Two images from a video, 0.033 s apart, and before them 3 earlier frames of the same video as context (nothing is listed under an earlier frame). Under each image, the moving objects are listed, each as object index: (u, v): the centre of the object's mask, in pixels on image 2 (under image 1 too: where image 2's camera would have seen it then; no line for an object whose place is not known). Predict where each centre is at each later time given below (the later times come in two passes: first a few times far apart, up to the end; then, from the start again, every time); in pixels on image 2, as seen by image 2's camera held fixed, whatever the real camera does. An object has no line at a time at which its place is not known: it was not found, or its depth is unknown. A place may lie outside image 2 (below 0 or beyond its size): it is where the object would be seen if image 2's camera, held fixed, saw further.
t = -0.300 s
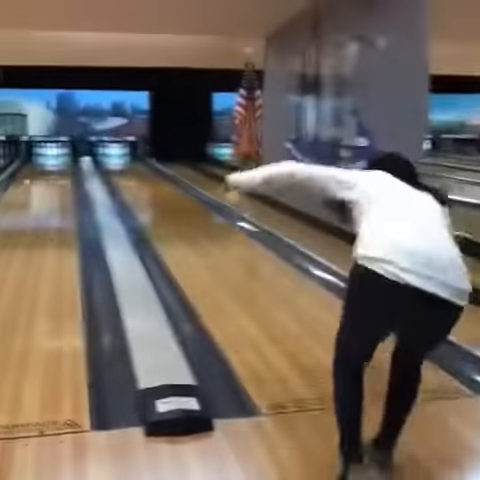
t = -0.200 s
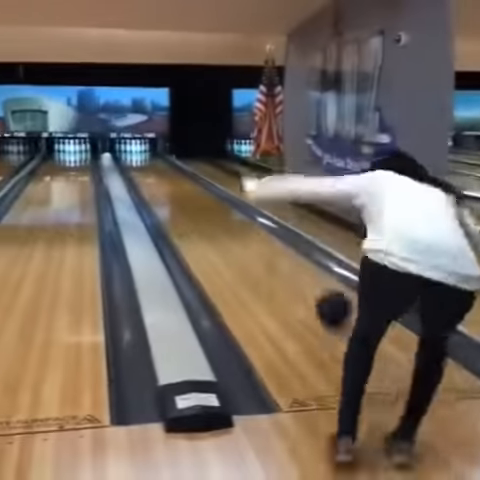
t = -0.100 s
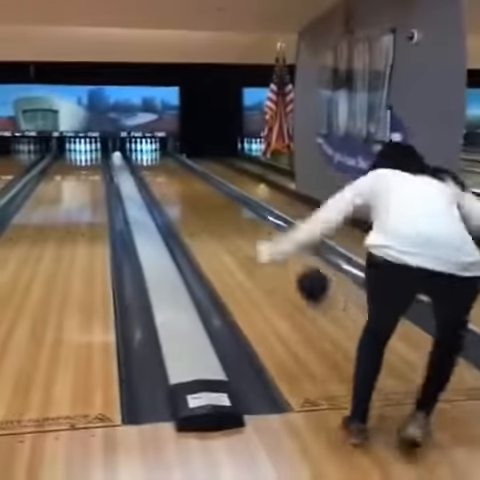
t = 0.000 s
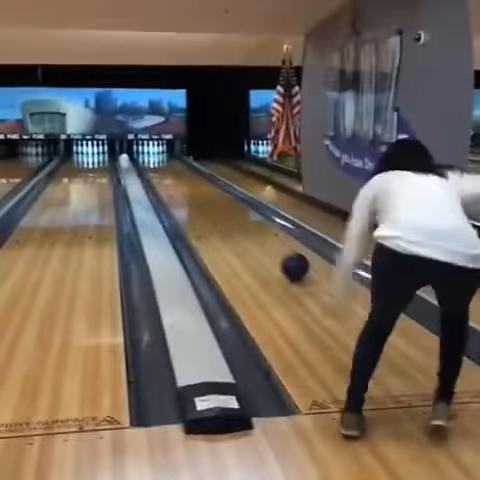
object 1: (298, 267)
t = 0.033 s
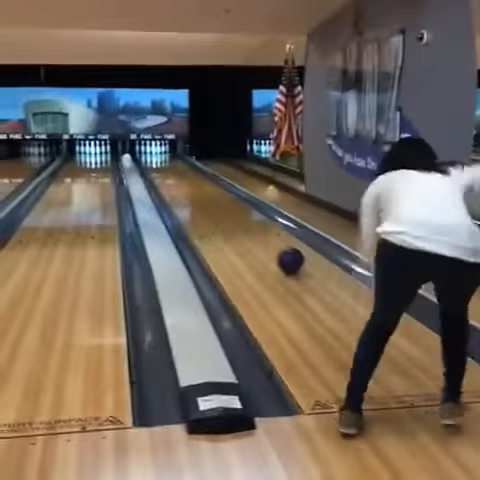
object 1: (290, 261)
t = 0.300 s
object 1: (248, 228)
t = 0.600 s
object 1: (218, 204)
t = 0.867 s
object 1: (200, 191)
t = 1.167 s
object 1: (186, 181)
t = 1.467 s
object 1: (175, 173)
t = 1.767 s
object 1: (165, 165)
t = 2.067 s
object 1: (158, 161)
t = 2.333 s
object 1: (154, 158)
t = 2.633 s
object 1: (149, 154)
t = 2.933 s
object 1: (146, 151)
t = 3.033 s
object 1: (143, 149)
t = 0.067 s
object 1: (284, 256)
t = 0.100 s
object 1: (278, 251)
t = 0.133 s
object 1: (272, 247)
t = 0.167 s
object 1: (266, 242)
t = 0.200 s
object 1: (261, 238)
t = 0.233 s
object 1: (257, 234)
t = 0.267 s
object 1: (252, 231)
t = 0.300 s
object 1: (248, 228)
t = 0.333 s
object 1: (244, 224)
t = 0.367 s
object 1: (240, 222)
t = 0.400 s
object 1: (237, 219)
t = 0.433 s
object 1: (233, 216)
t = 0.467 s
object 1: (230, 213)
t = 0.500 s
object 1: (227, 211)
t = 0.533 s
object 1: (224, 209)
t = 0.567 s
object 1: (221, 206)
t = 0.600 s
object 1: (218, 204)
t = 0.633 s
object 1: (216, 202)
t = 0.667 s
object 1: (213, 200)
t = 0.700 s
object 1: (210, 199)
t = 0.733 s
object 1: (208, 197)
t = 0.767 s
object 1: (206, 196)
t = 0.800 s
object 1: (204, 194)
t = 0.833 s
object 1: (202, 193)
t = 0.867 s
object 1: (200, 191)
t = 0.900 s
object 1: (198, 190)
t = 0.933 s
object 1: (197, 188)
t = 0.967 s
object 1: (195, 187)
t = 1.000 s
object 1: (193, 185)
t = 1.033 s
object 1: (191, 184)
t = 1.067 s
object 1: (190, 183)
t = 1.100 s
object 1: (188, 182)
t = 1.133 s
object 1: (186, 181)
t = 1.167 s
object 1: (186, 181)
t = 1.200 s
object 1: (184, 179)
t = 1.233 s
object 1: (182, 177)
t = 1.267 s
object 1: (181, 176)
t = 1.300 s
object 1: (180, 176)
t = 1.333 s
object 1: (179, 174)
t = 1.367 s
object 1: (178, 174)
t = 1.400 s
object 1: (177, 173)
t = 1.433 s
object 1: (175, 173)
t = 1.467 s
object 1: (175, 173)
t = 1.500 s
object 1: (174, 172)
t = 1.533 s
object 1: (175, 172)
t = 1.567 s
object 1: (173, 171)
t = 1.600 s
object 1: (173, 171)
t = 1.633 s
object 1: (170, 168)
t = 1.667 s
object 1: (168, 168)
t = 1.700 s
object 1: (168, 166)
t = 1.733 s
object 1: (168, 167)
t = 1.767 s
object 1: (165, 165)
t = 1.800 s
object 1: (166, 167)
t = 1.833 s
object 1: (168, 167)
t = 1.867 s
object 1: (162, 168)
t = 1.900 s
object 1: (162, 164)
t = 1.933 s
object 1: (162, 162)
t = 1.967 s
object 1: (161, 163)
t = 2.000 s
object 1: (161, 162)
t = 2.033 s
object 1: (160, 161)
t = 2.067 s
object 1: (158, 161)
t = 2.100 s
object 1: (158, 161)
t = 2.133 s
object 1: (158, 159)
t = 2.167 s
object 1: (157, 159)
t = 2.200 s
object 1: (156, 159)
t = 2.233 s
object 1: (156, 158)
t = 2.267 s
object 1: (155, 158)
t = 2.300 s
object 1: (155, 158)
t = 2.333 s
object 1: (154, 158)
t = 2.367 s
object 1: (154, 157)
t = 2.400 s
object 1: (154, 157)
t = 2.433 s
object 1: (153, 157)
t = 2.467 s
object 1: (153, 157)
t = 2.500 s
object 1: (152, 157)
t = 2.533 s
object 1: (152, 156)
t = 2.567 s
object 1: (152, 155)
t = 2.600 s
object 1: (150, 154)
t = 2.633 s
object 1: (149, 154)
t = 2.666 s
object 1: (148, 154)
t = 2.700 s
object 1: (148, 155)
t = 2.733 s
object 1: (148, 154)
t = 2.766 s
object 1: (147, 155)
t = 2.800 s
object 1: (148, 154)
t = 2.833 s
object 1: (147, 154)
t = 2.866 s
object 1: (147, 154)
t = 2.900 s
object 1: (147, 152)
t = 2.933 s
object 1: (146, 151)
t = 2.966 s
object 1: (144, 151)
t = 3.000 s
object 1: (144, 149)
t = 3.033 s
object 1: (143, 149)
